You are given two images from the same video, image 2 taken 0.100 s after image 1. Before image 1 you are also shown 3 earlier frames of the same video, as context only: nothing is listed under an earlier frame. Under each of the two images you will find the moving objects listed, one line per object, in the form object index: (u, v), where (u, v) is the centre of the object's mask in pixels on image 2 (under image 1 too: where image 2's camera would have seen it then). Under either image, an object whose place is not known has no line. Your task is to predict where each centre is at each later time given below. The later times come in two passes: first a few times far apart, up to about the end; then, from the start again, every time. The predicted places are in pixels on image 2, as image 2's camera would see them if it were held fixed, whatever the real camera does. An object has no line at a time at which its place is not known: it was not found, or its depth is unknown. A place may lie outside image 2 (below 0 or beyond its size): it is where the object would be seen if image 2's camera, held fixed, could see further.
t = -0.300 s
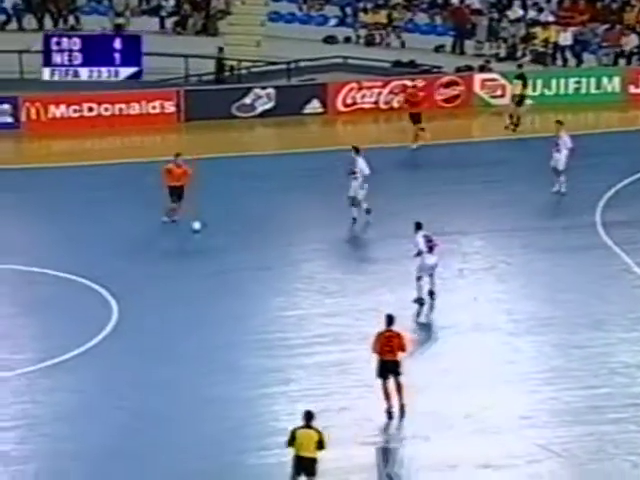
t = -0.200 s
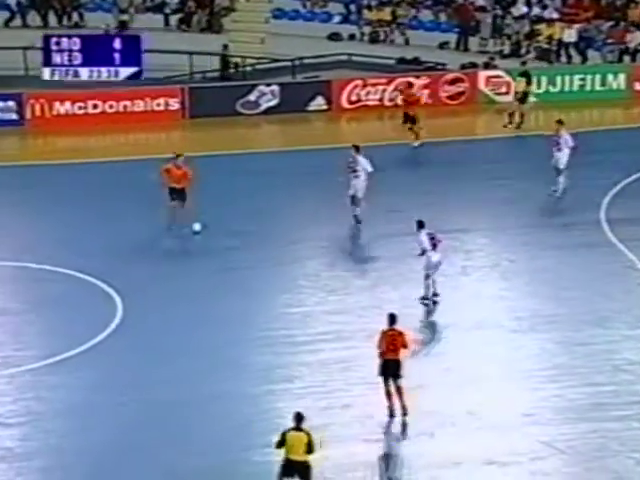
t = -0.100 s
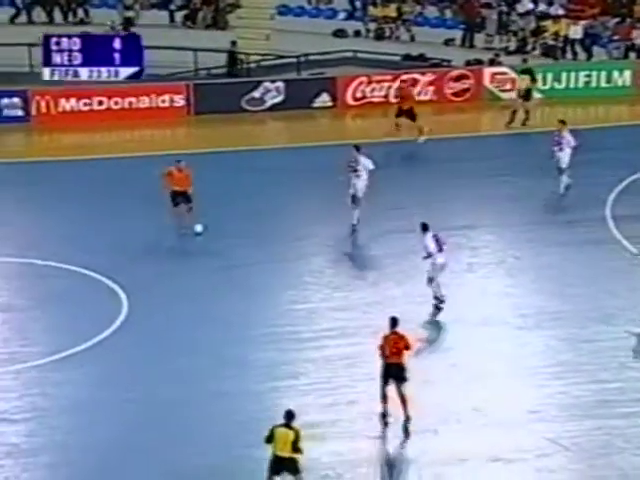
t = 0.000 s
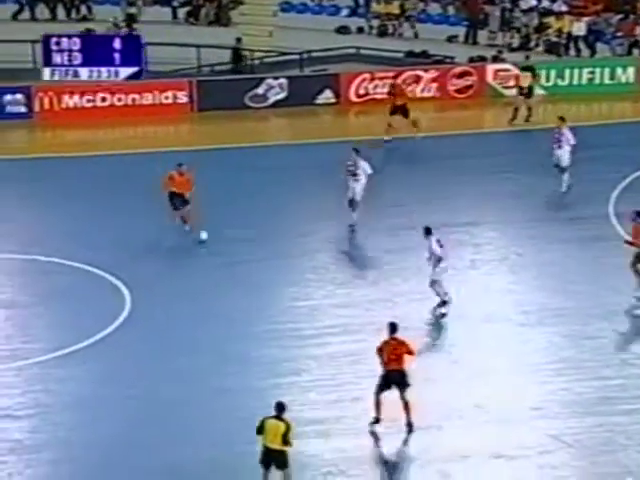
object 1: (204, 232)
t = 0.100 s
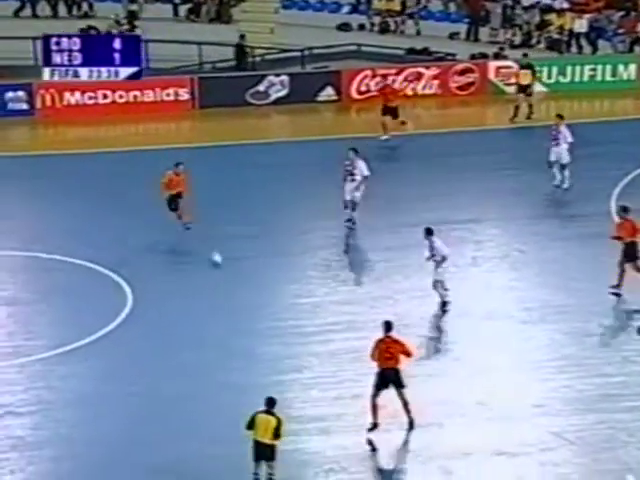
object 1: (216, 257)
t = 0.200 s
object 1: (228, 283)
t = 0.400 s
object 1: (252, 336)
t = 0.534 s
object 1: (266, 368)
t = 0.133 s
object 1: (220, 266)
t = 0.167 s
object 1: (225, 274)
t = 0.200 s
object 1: (228, 283)
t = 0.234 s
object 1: (232, 292)
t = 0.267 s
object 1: (236, 301)
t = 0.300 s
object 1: (239, 309)
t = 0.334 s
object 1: (243, 318)
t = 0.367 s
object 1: (249, 329)
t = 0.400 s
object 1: (252, 336)
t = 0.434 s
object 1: (254, 340)
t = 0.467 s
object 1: (259, 349)
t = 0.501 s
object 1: (262, 359)
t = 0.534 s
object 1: (266, 368)
